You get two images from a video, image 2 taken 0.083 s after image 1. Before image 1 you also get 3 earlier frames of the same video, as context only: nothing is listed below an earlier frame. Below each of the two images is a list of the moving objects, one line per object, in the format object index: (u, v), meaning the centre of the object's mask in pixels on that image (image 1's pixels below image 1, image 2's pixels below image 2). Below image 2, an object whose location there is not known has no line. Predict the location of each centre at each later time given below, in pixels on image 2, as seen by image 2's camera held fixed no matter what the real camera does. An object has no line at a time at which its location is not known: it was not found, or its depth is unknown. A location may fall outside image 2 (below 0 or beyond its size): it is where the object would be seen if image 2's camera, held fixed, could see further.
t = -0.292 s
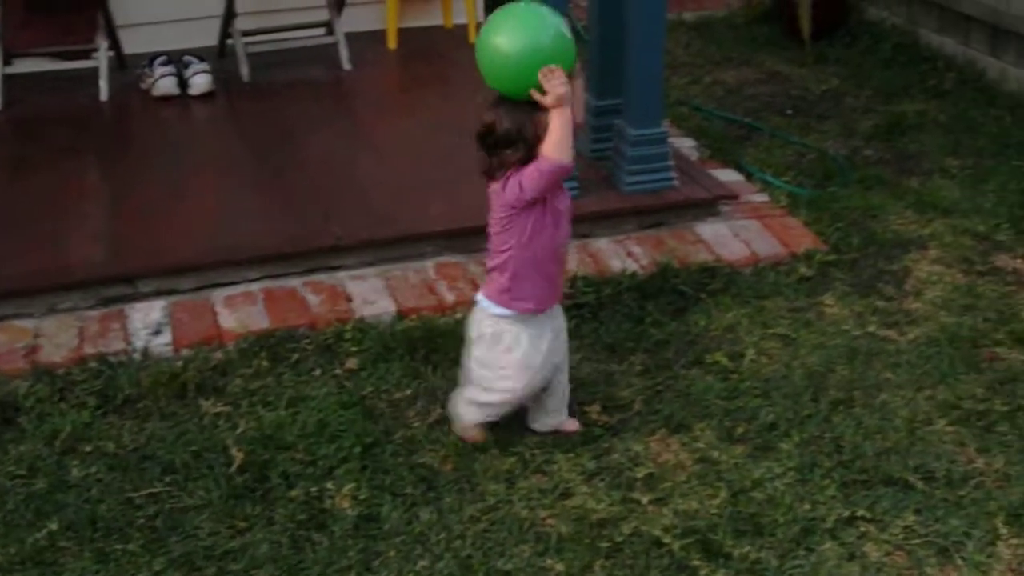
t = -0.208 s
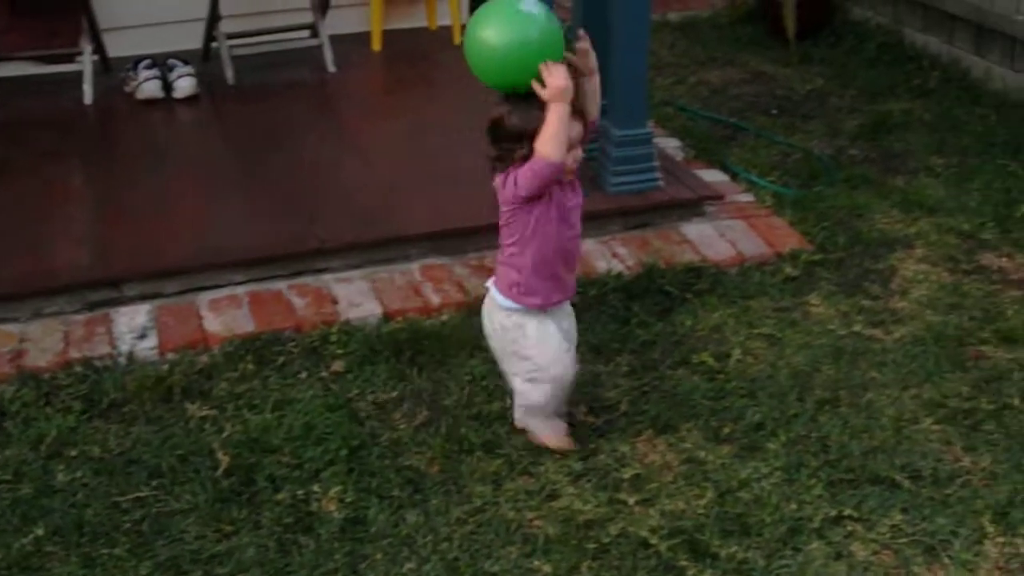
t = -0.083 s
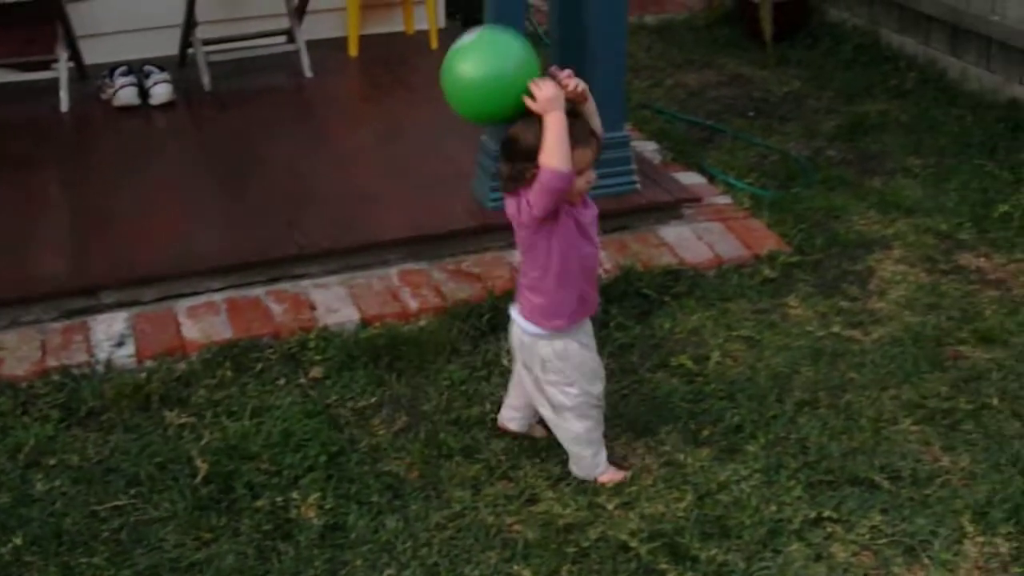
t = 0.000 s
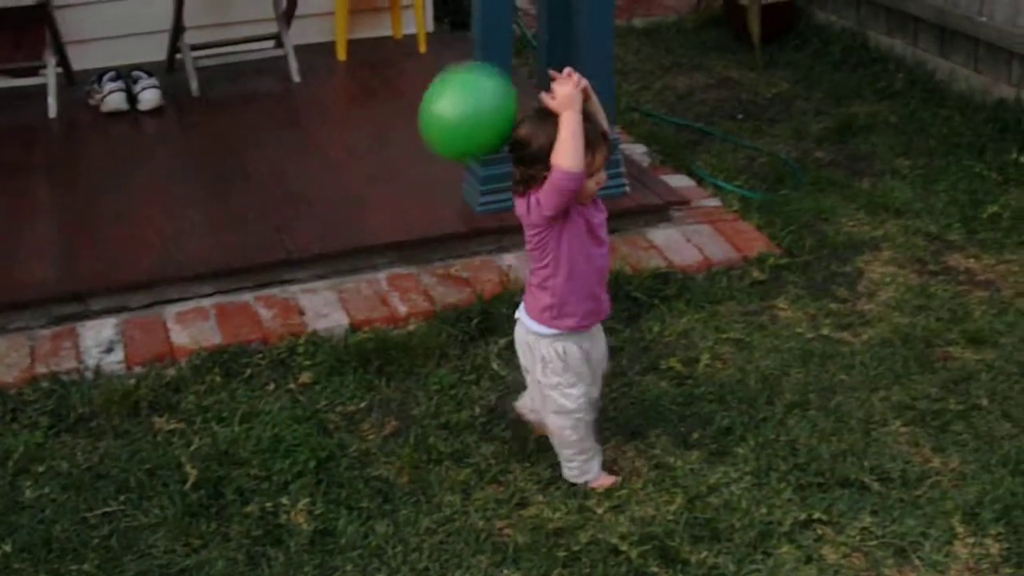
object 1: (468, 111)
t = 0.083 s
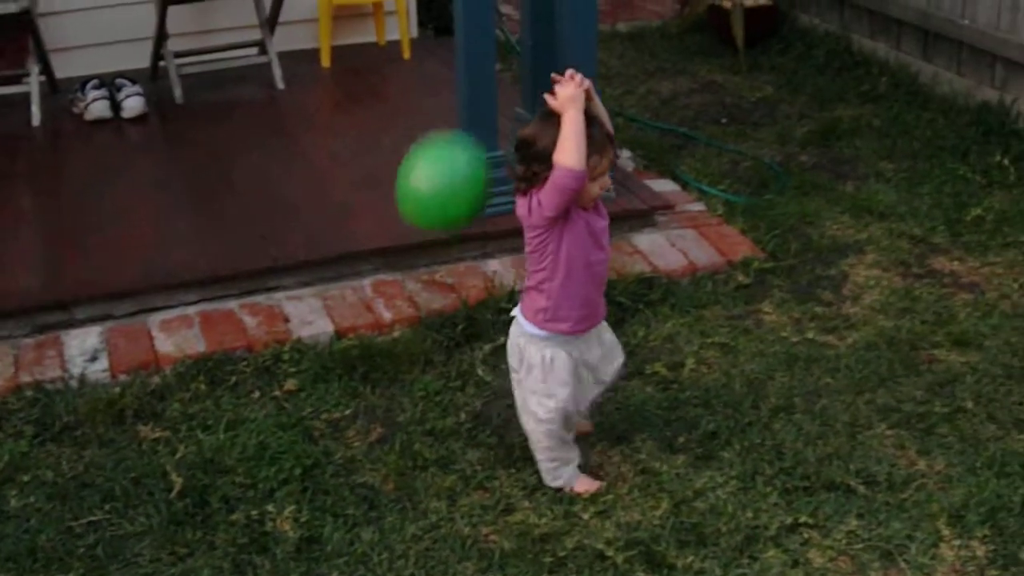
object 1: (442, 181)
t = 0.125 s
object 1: (439, 224)
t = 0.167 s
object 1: (438, 272)
